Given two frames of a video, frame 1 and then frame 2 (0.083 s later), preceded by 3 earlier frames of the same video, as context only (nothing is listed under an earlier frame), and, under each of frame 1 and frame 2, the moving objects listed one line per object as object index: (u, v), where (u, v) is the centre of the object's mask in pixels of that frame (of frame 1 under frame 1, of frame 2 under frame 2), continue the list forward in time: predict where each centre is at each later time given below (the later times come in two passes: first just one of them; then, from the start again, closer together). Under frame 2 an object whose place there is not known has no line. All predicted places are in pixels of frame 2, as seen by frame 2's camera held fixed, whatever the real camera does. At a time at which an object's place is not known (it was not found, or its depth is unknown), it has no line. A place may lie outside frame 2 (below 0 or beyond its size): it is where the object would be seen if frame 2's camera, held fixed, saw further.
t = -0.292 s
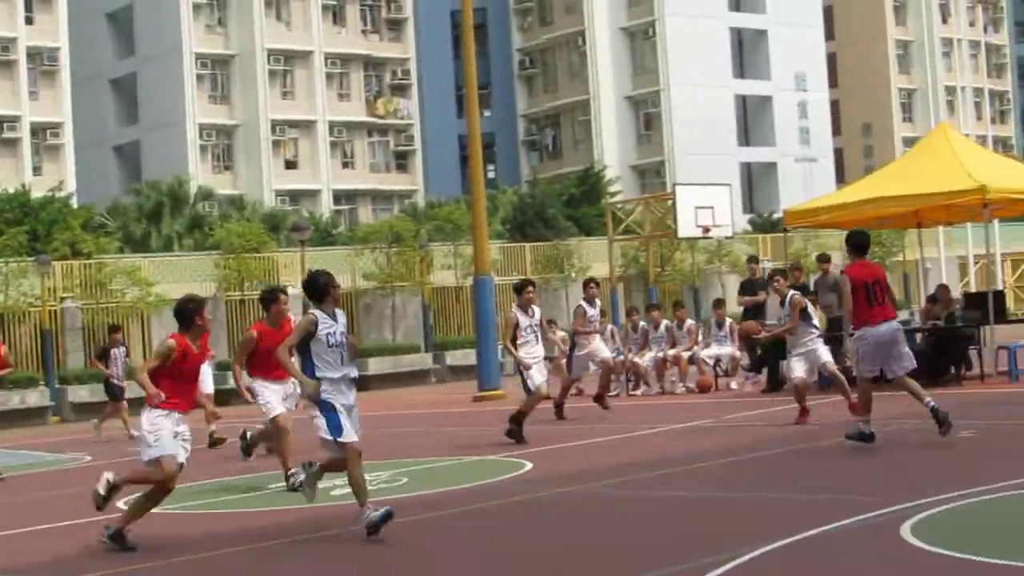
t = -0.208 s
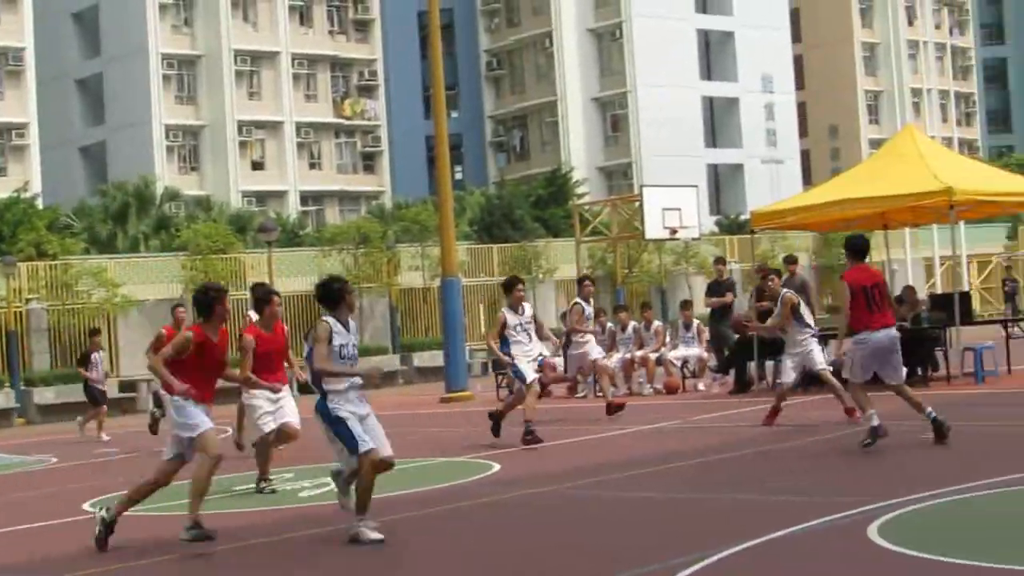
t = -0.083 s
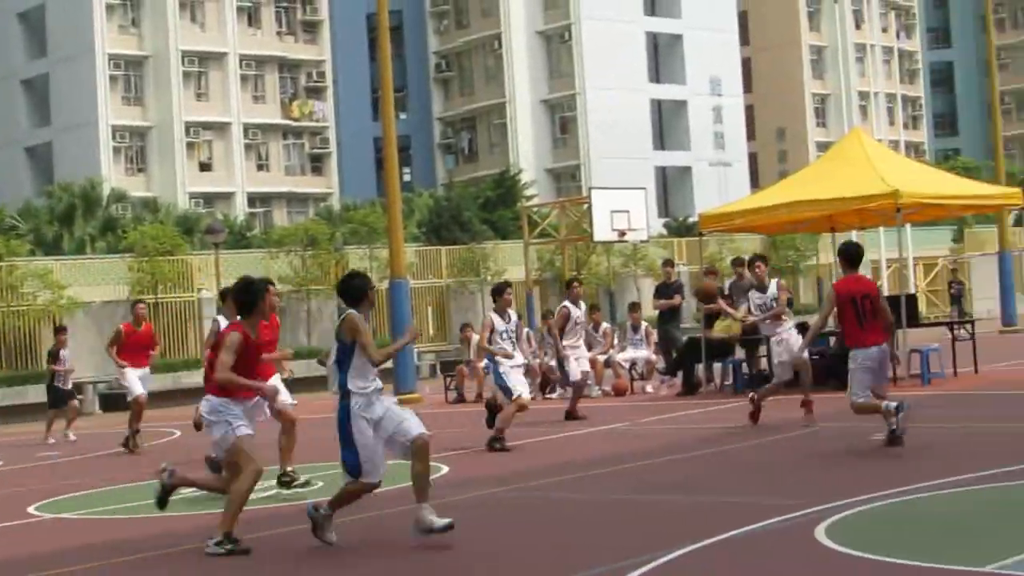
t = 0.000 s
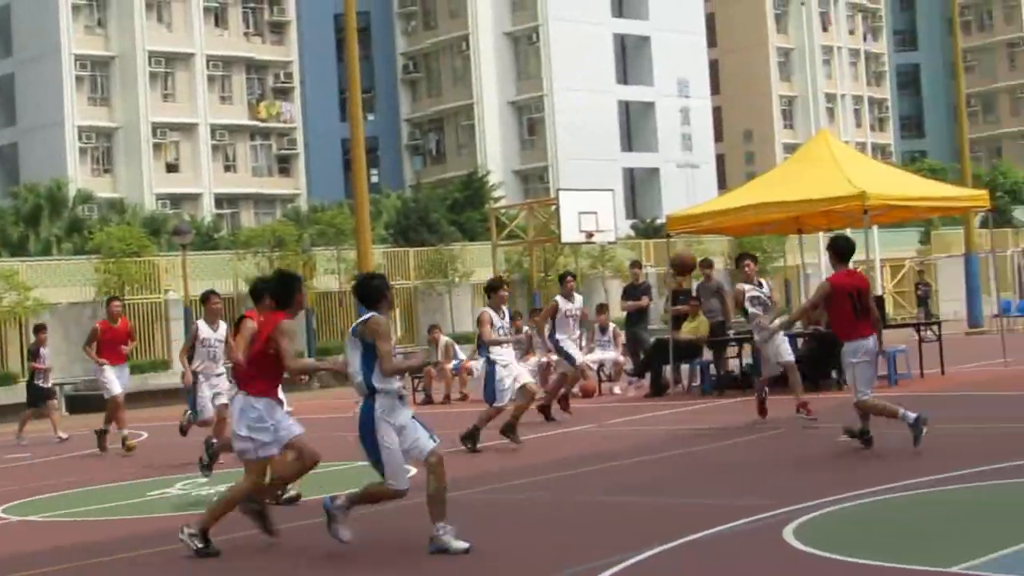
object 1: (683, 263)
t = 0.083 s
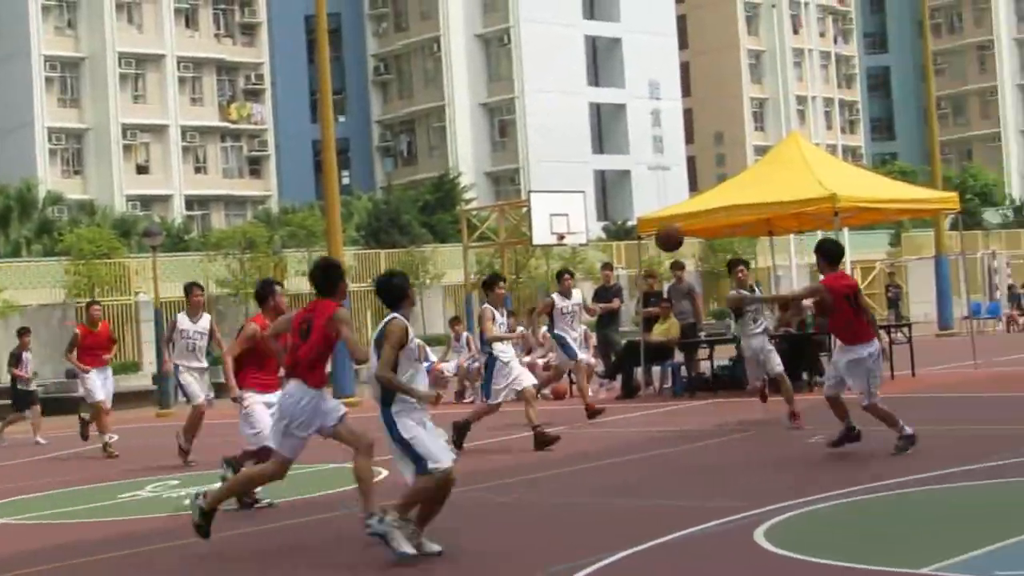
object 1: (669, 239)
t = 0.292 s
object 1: (715, 189)
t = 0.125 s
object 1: (678, 226)
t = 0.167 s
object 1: (686, 215)
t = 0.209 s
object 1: (695, 205)
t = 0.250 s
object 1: (705, 196)
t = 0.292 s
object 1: (715, 189)
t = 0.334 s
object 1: (727, 183)
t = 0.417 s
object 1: (752, 177)
